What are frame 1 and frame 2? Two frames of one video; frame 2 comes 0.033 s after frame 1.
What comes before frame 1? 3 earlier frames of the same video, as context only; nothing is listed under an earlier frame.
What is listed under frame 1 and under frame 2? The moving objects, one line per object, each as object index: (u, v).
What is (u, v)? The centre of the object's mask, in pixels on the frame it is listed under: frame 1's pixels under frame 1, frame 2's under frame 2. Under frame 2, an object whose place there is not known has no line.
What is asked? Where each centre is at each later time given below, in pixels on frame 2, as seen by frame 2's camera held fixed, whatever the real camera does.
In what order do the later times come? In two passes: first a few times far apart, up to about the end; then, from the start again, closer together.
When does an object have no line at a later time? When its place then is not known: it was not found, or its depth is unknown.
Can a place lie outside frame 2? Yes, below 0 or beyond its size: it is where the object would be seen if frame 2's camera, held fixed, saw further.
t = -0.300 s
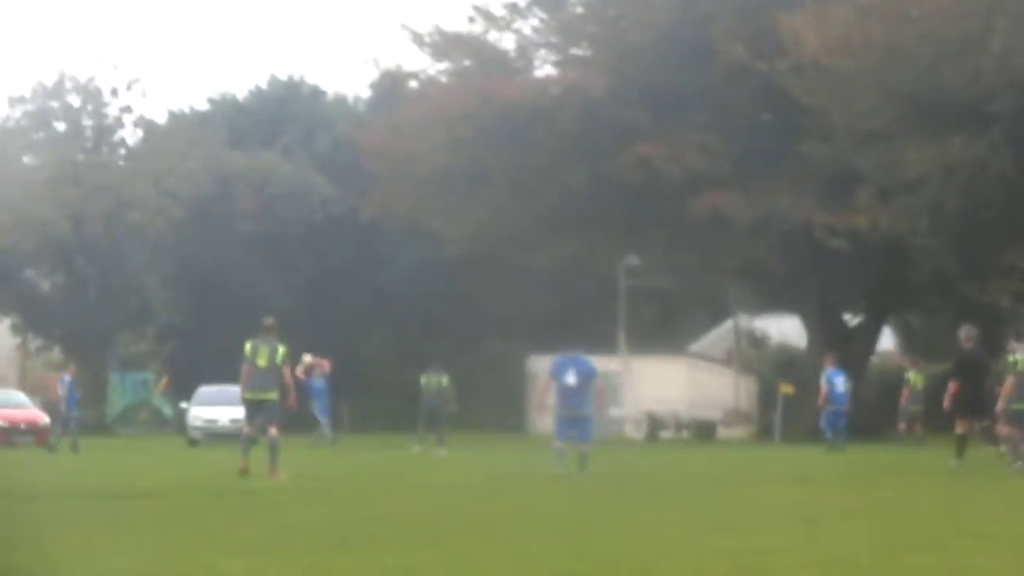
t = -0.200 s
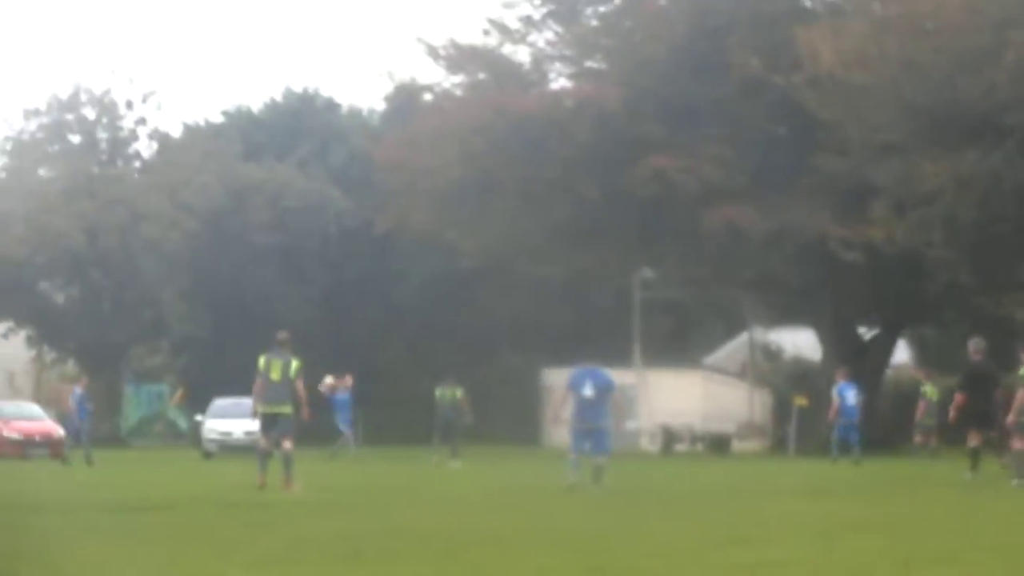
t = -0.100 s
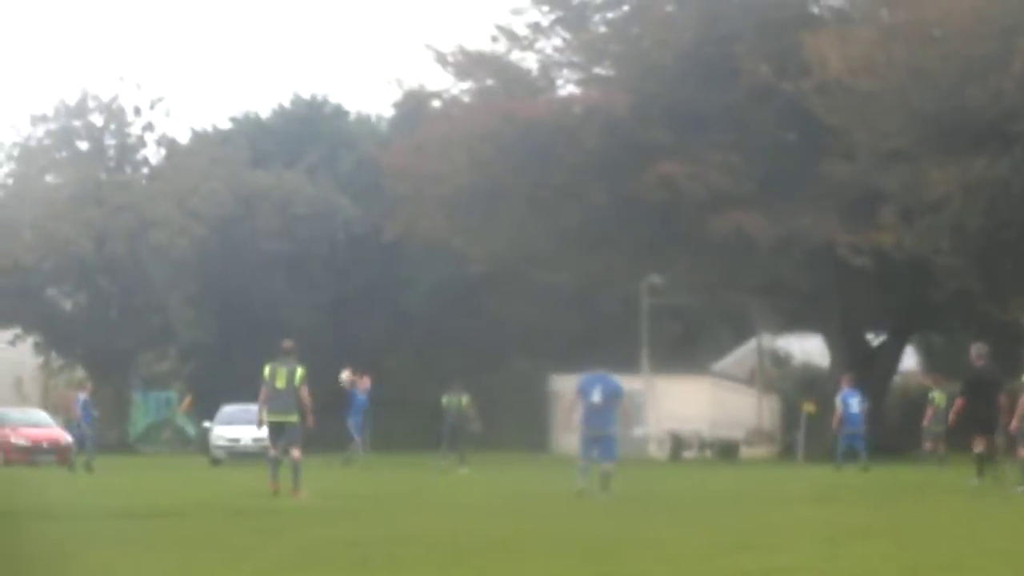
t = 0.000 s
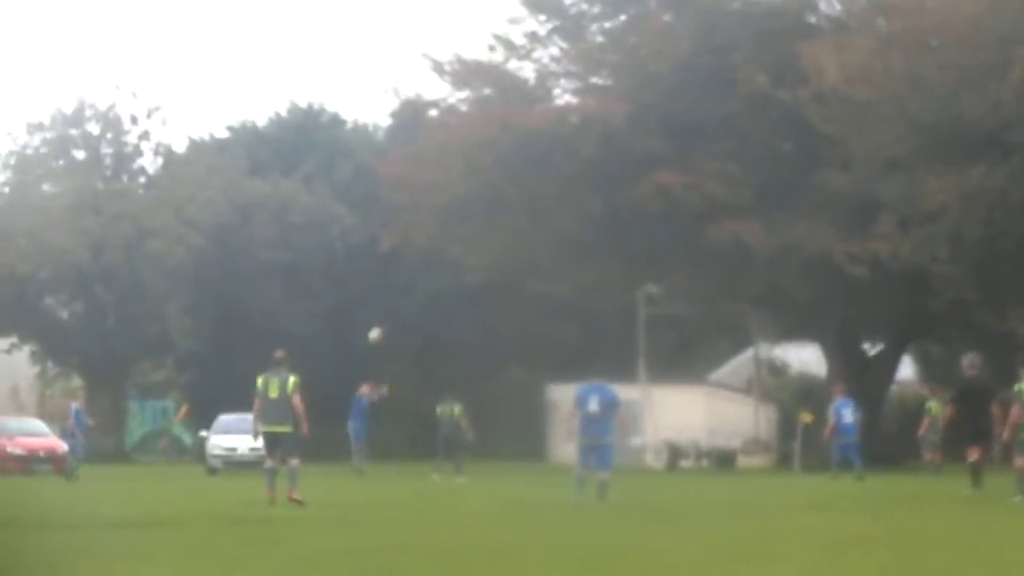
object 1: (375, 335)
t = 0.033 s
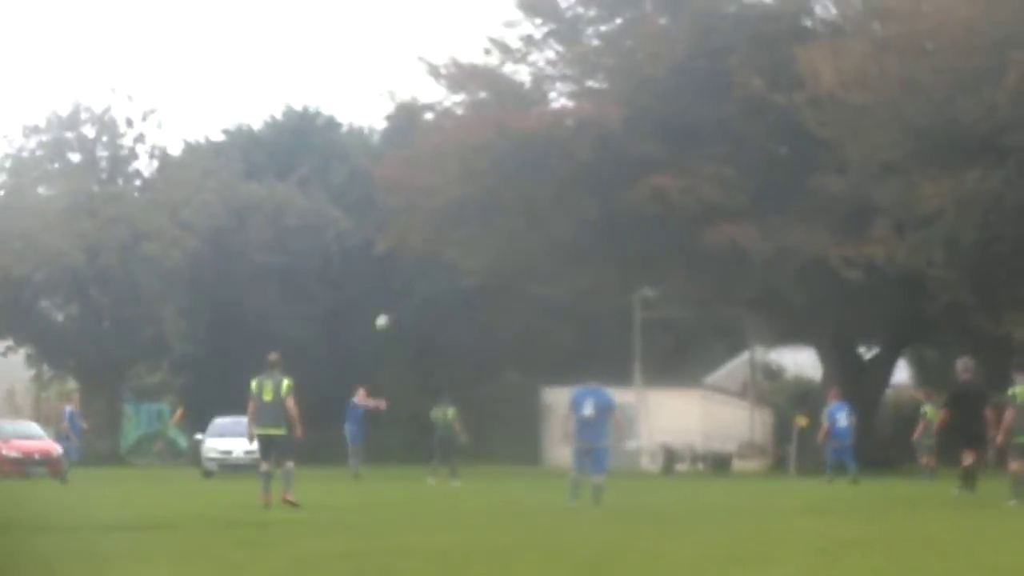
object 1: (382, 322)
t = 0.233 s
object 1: (454, 233)
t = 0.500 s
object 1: (554, 144)
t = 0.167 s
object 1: (430, 261)
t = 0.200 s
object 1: (442, 247)
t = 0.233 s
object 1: (454, 233)
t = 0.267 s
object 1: (467, 221)
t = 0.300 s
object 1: (479, 208)
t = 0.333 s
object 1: (492, 196)
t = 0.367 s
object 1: (504, 185)
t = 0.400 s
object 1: (517, 174)
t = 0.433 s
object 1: (529, 163)
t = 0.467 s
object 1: (542, 153)
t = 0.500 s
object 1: (554, 144)
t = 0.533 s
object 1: (567, 135)
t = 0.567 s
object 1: (579, 125)
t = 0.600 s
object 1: (592, 117)
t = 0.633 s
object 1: (605, 110)
